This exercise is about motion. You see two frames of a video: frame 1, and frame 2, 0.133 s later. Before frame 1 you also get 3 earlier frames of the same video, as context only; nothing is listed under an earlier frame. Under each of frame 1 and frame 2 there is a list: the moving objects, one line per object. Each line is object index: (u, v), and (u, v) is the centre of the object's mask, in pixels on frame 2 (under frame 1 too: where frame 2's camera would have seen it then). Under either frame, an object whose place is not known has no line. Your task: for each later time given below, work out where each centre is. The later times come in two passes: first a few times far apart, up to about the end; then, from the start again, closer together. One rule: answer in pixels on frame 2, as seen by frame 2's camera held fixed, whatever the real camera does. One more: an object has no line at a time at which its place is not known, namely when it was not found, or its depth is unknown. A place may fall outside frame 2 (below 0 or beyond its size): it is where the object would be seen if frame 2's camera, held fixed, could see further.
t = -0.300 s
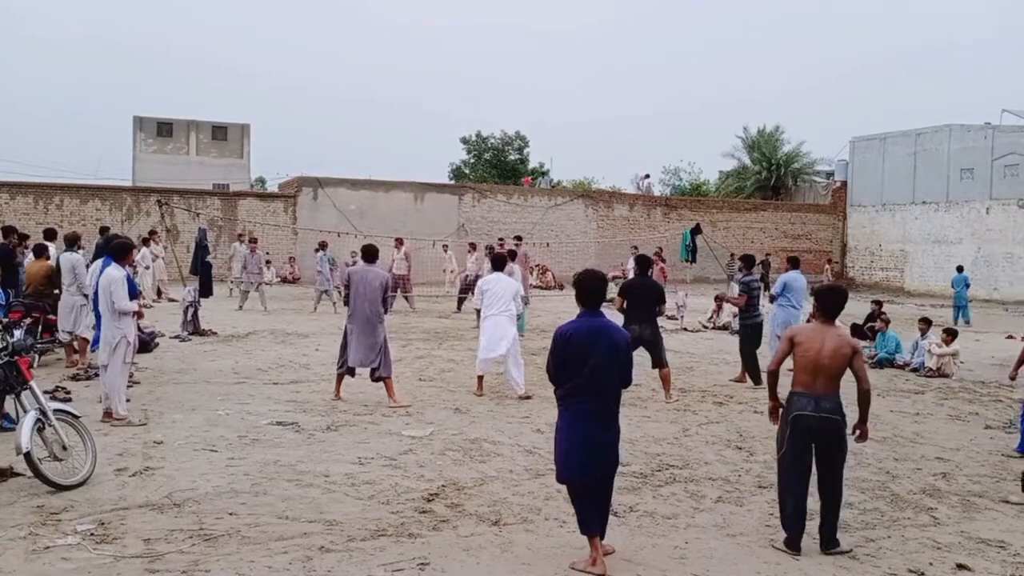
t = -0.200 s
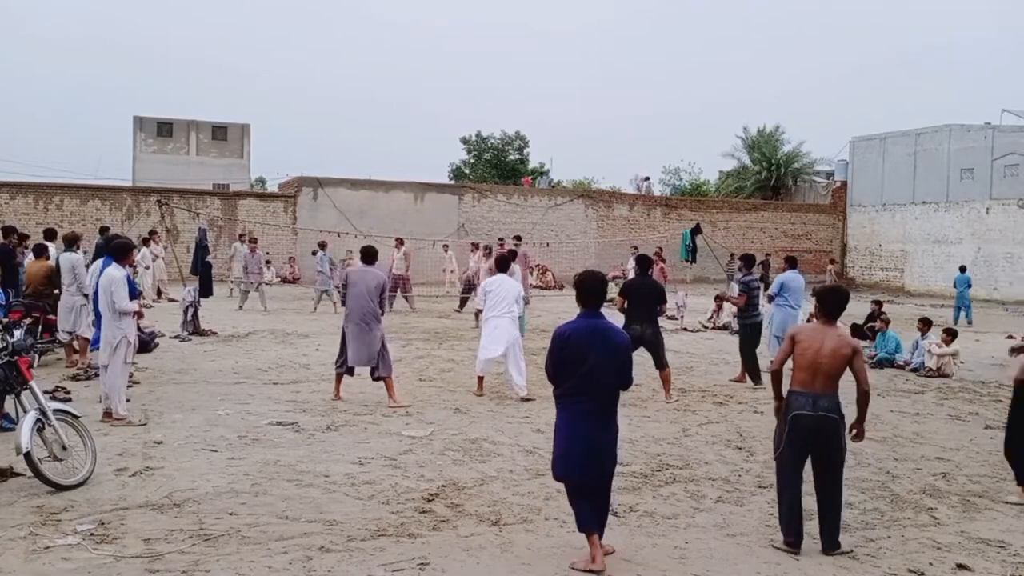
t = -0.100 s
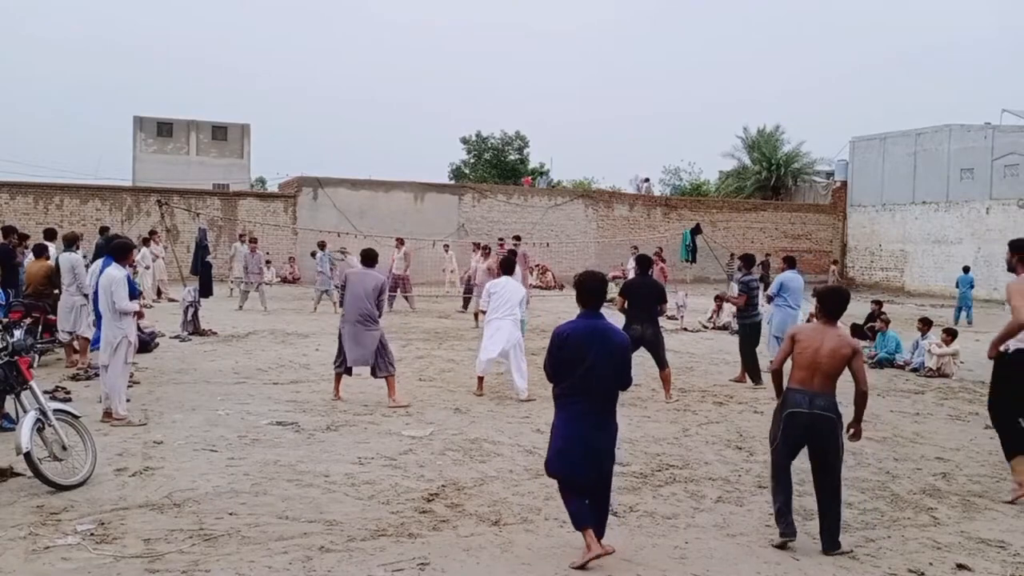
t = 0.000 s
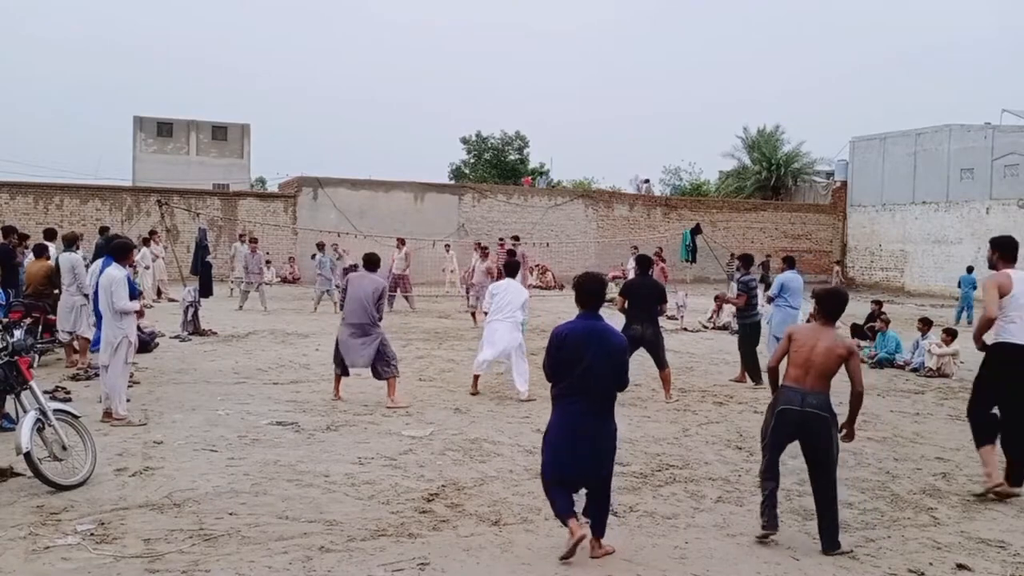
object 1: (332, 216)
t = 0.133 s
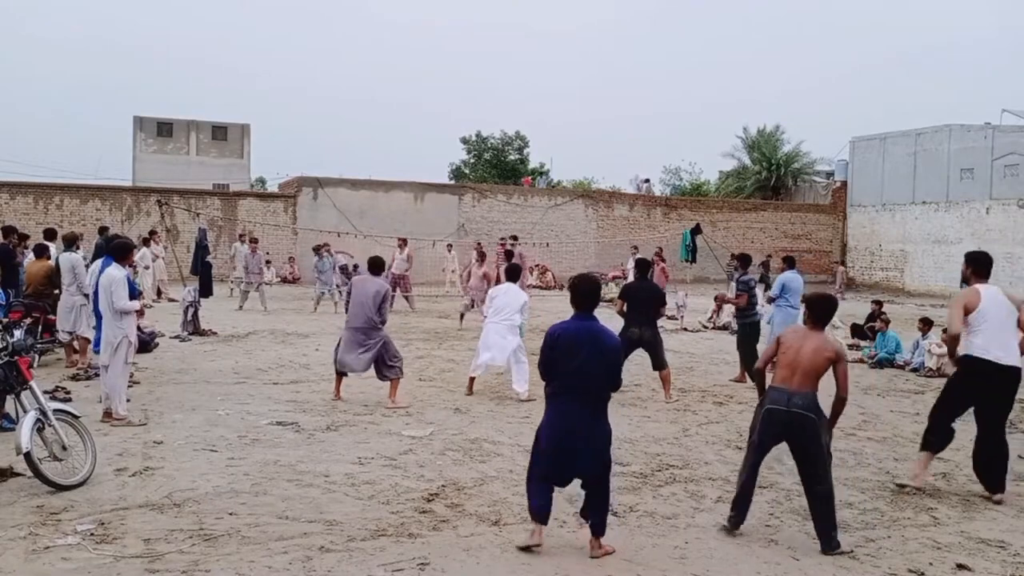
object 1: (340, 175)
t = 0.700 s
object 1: (390, 53)
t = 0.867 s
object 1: (413, 38)
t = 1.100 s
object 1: (457, 59)
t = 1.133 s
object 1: (466, 66)
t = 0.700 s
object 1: (390, 53)
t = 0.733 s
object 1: (394, 49)
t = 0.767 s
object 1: (399, 45)
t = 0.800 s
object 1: (403, 42)
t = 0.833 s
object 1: (408, 40)
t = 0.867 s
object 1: (413, 38)
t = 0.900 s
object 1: (418, 38)
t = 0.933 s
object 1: (424, 38)
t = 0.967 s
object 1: (429, 40)
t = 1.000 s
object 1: (436, 42)
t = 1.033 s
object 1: (442, 46)
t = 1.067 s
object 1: (450, 51)
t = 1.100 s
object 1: (457, 59)
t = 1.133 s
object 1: (466, 66)
